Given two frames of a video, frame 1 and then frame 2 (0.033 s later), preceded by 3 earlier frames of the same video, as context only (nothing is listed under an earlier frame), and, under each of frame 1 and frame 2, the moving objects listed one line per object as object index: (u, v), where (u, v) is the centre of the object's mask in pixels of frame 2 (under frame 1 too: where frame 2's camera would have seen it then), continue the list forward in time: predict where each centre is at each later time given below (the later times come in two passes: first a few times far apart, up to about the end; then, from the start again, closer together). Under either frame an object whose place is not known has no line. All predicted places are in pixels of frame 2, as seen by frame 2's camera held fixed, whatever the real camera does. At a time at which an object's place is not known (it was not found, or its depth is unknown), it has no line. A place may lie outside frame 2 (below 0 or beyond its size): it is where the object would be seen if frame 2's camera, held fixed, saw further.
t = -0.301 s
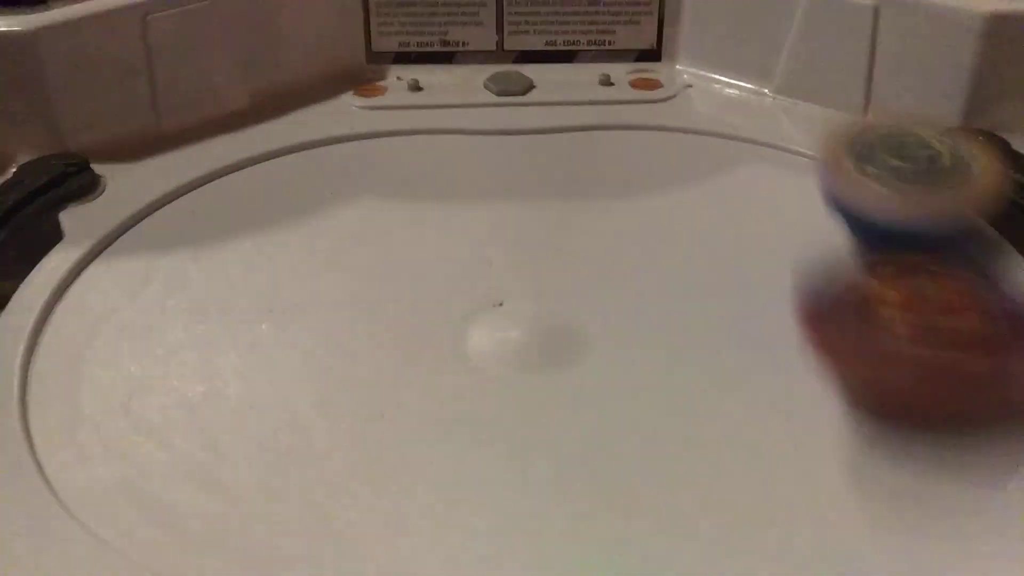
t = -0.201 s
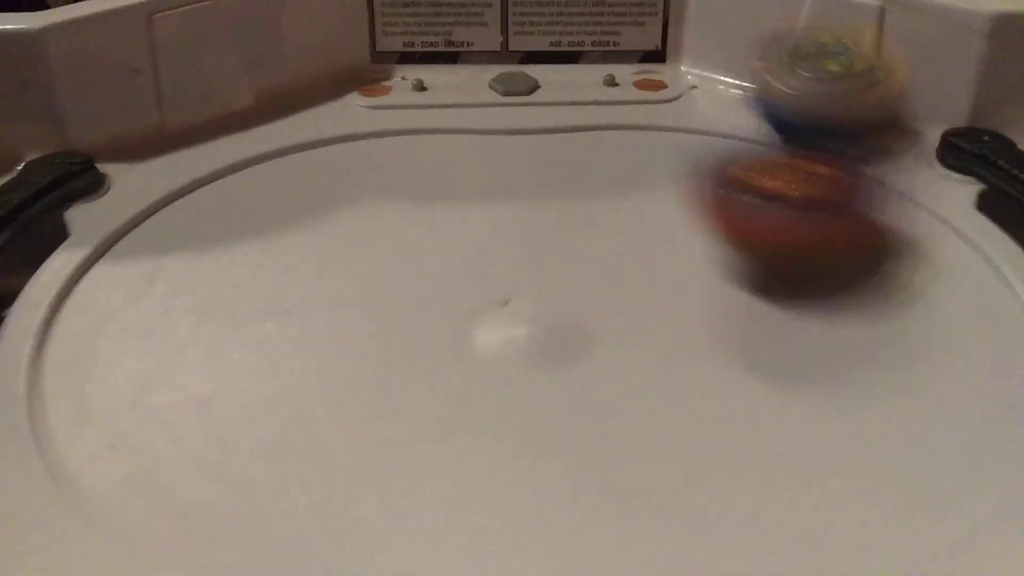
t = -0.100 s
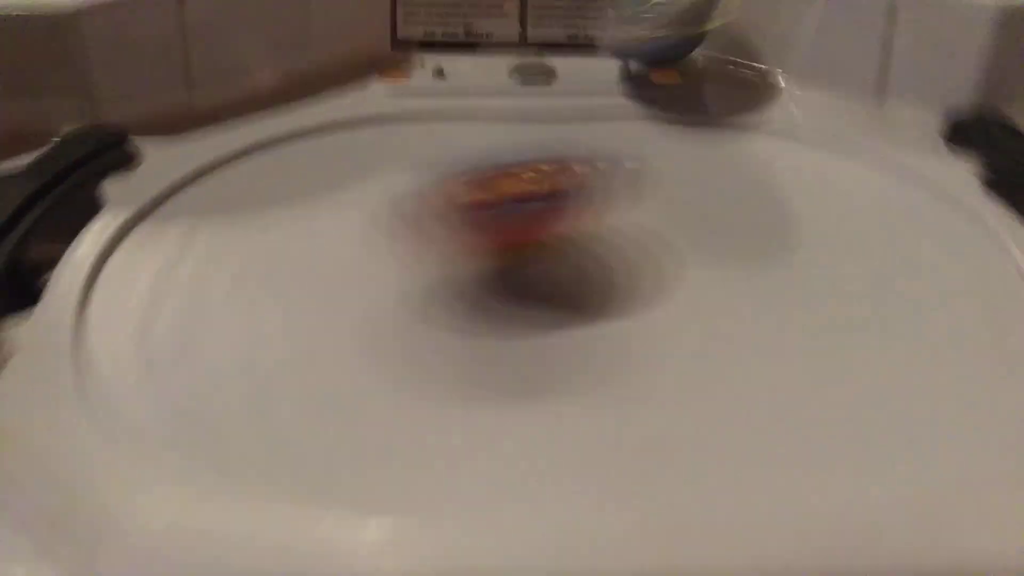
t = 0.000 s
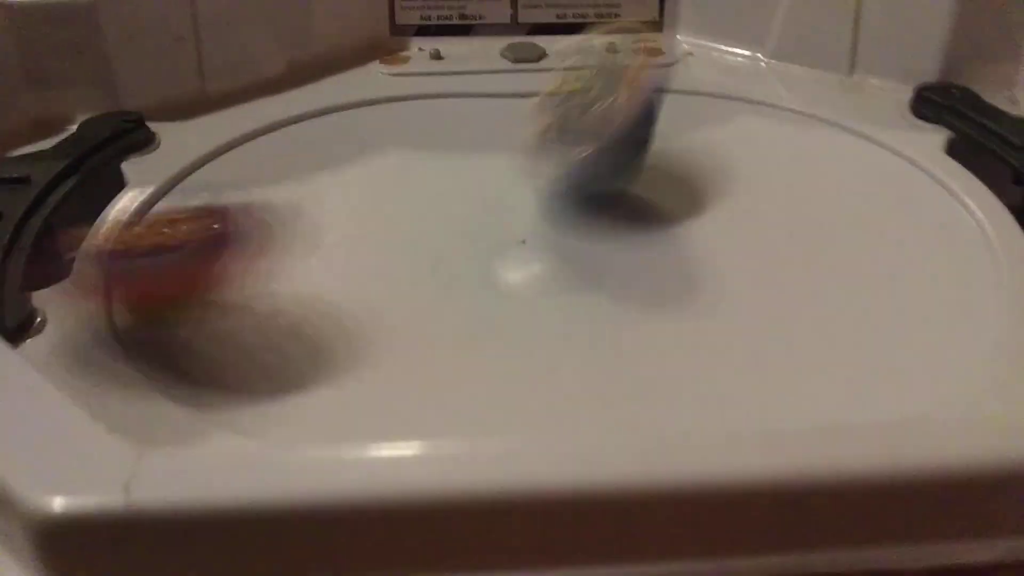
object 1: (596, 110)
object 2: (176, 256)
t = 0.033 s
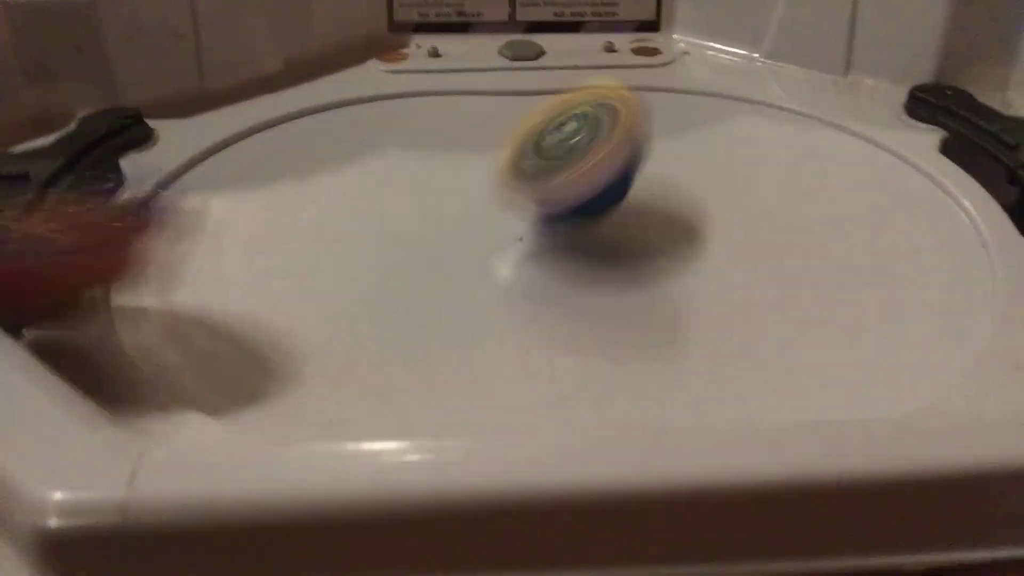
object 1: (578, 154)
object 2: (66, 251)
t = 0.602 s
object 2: (746, 97)
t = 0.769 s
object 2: (574, 23)
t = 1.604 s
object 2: (979, 229)
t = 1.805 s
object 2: (831, 66)
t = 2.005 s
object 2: (418, 89)
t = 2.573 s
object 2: (930, 201)
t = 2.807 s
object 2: (641, 33)
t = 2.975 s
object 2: (376, 38)
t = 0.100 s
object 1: (544, 249)
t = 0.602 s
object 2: (746, 97)
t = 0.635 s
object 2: (718, 68)
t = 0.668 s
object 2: (689, 45)
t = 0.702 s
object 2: (653, 35)
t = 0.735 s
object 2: (613, 26)
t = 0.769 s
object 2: (574, 23)
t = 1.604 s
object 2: (979, 229)
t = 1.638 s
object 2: (985, 190)
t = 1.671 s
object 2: (984, 149)
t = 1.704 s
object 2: (963, 116)
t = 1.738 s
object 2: (934, 93)
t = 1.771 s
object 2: (891, 79)
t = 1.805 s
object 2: (831, 66)
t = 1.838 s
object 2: (770, 60)
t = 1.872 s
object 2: (703, 60)
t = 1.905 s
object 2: (634, 63)
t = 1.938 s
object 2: (562, 66)
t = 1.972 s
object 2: (496, 75)
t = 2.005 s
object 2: (418, 89)
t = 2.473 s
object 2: (849, 307)
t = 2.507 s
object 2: (896, 276)
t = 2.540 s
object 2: (919, 239)
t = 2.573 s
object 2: (930, 201)
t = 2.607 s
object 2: (916, 158)
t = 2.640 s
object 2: (891, 126)
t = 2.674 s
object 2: (859, 100)
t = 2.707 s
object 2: (814, 74)
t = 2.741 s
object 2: (765, 57)
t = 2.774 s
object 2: (705, 41)
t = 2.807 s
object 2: (641, 33)
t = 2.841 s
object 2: (588, 32)
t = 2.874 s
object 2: (533, 30)
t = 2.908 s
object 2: (487, 32)
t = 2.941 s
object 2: (431, 31)
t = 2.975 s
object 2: (376, 38)
